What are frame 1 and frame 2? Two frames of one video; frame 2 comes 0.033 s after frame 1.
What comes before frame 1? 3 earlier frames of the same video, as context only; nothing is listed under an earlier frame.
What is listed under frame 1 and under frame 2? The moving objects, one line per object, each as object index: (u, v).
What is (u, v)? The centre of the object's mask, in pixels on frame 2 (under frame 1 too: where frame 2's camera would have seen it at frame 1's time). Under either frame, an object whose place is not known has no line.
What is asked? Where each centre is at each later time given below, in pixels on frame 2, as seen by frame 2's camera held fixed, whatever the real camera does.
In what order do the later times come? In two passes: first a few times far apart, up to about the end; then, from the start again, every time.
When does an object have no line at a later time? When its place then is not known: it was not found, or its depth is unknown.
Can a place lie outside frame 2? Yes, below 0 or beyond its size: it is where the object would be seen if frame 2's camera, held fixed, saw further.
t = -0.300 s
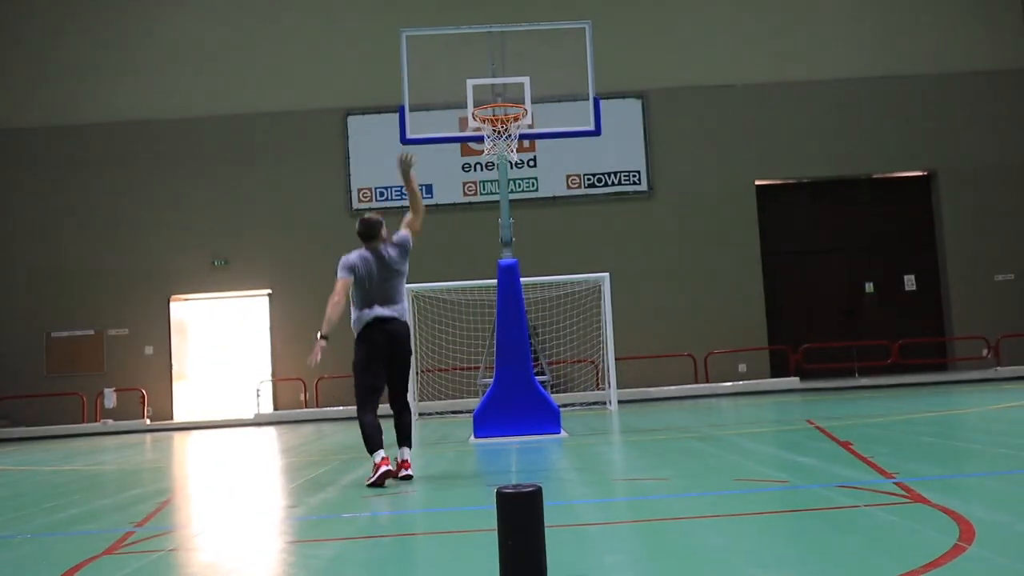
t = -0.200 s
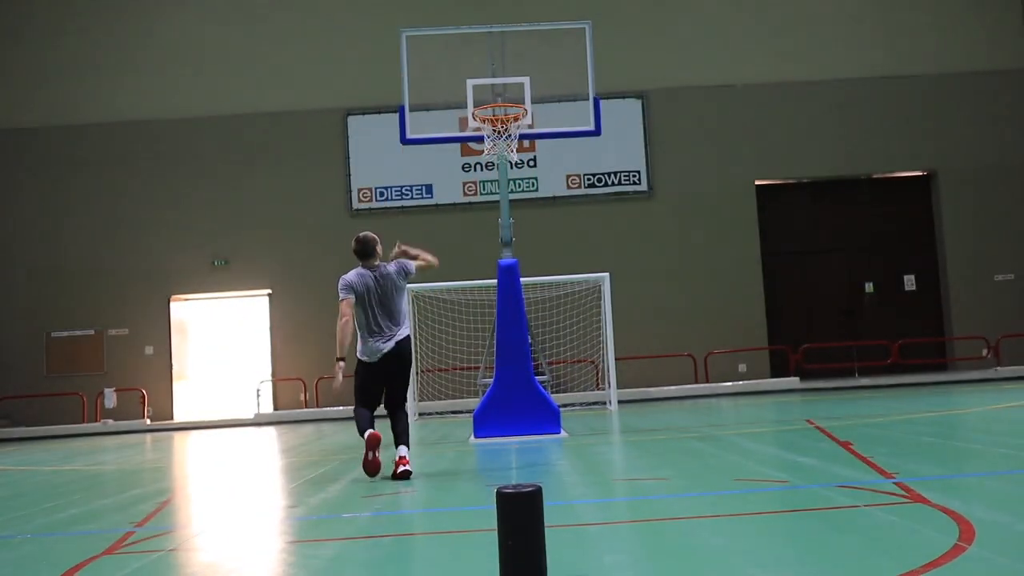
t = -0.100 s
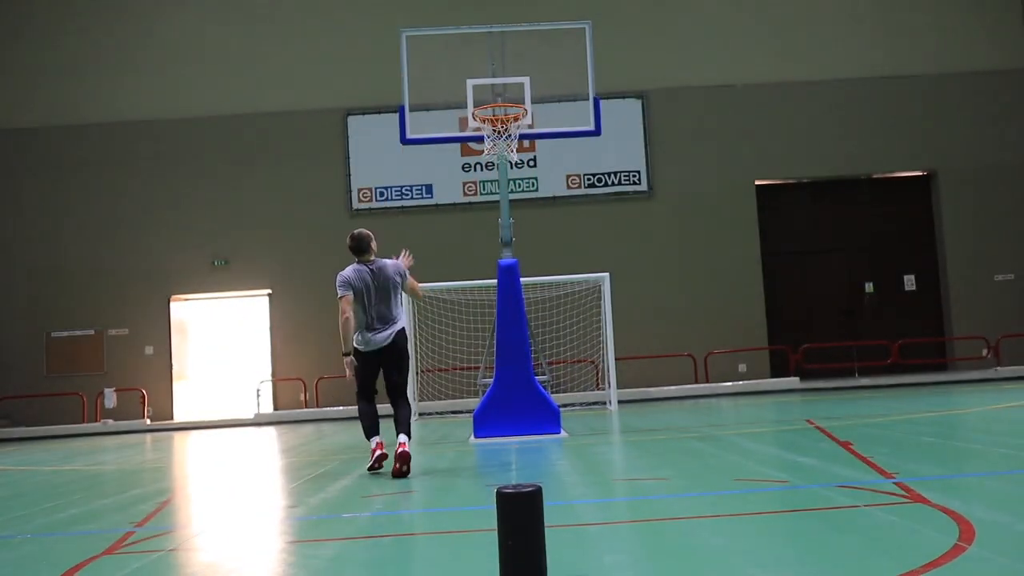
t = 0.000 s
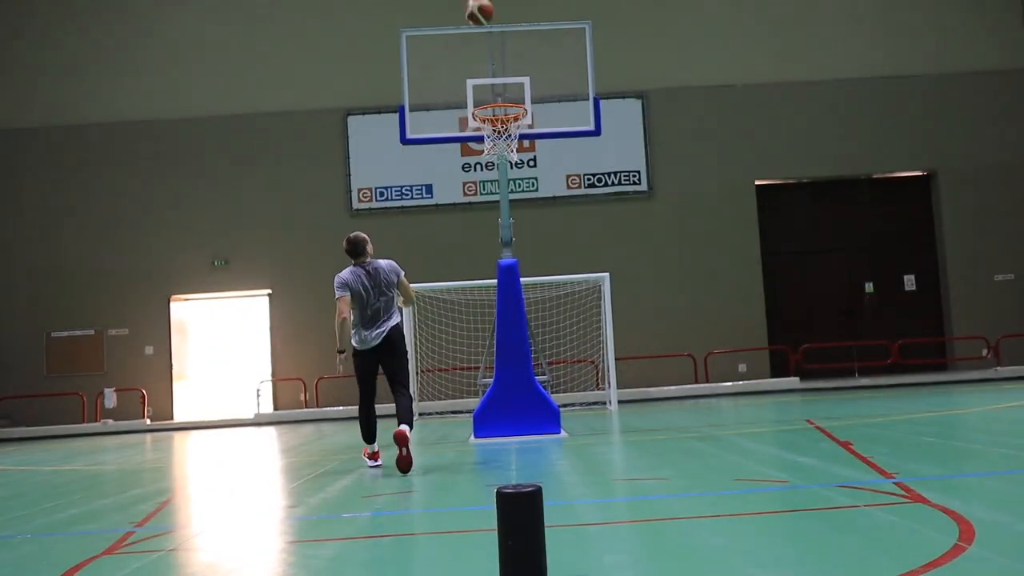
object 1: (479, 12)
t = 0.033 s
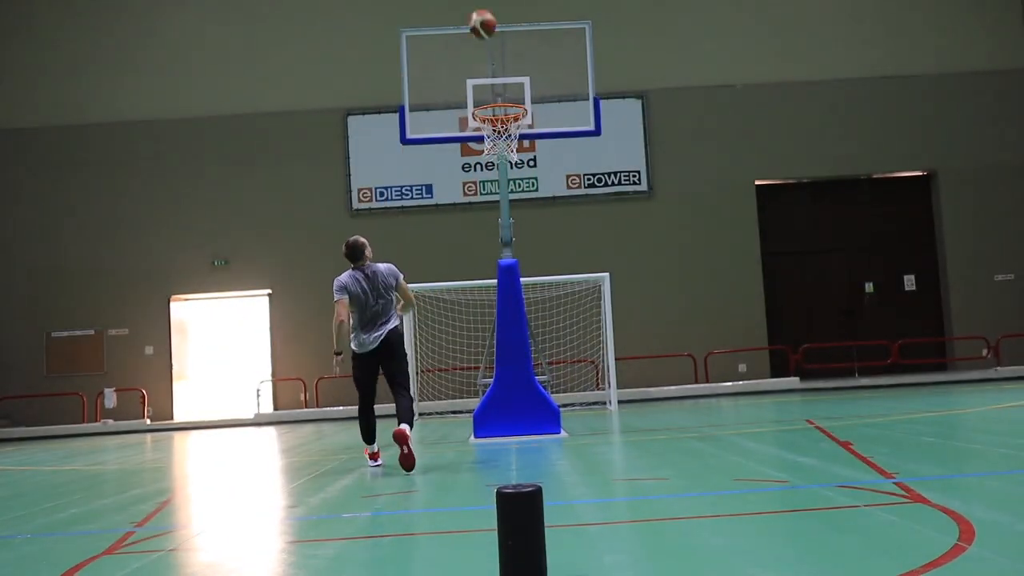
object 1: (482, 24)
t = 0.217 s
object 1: (500, 115)
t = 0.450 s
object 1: (511, 155)
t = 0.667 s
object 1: (522, 213)
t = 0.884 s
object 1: (535, 322)
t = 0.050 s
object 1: (484, 31)
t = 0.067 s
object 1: (486, 39)
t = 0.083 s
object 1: (487, 46)
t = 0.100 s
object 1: (489, 54)
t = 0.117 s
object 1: (490, 62)
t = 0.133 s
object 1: (492, 70)
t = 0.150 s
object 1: (493, 78)
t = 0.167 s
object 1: (495, 88)
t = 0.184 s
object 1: (496, 94)
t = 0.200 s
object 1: (497, 104)
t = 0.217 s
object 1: (500, 115)
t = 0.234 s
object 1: (501, 122)
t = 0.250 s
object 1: (502, 128)
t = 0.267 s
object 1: (500, 138)
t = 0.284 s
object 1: (504, 141)
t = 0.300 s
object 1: (504, 142)
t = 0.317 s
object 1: (505, 142)
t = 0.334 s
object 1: (506, 143)
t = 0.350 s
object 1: (506, 144)
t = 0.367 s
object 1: (506, 145)
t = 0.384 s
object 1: (507, 146)
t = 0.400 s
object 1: (508, 147)
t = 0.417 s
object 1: (508, 149)
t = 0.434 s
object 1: (509, 152)
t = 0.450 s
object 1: (511, 155)
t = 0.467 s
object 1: (512, 157)
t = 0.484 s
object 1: (513, 161)
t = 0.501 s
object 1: (514, 163)
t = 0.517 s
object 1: (515, 166)
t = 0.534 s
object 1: (515, 171)
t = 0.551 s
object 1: (515, 175)
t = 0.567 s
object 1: (516, 180)
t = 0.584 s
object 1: (516, 185)
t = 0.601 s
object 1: (518, 190)
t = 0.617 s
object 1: (518, 195)
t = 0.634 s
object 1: (520, 201)
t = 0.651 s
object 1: (521, 207)
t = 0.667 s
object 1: (522, 213)
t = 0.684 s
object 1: (523, 220)
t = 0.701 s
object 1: (523, 227)
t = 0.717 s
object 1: (525, 234)
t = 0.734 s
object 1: (525, 241)
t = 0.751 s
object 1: (527, 249)
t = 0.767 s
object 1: (528, 257)
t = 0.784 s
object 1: (528, 265)
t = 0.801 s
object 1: (530, 274)
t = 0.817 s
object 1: (531, 284)
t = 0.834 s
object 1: (532, 294)
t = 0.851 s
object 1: (533, 302)
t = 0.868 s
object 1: (534, 311)
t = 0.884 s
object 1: (535, 322)
